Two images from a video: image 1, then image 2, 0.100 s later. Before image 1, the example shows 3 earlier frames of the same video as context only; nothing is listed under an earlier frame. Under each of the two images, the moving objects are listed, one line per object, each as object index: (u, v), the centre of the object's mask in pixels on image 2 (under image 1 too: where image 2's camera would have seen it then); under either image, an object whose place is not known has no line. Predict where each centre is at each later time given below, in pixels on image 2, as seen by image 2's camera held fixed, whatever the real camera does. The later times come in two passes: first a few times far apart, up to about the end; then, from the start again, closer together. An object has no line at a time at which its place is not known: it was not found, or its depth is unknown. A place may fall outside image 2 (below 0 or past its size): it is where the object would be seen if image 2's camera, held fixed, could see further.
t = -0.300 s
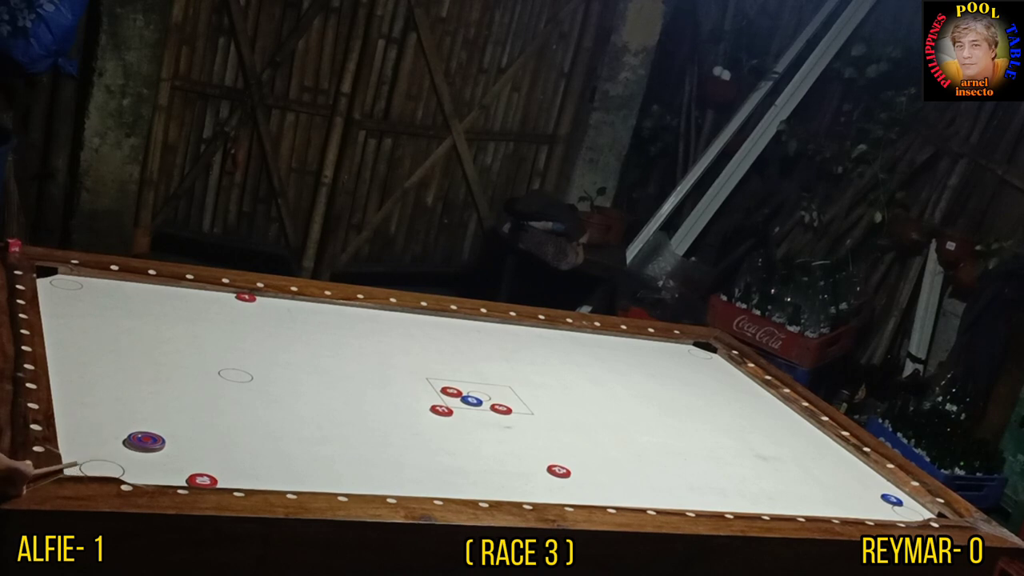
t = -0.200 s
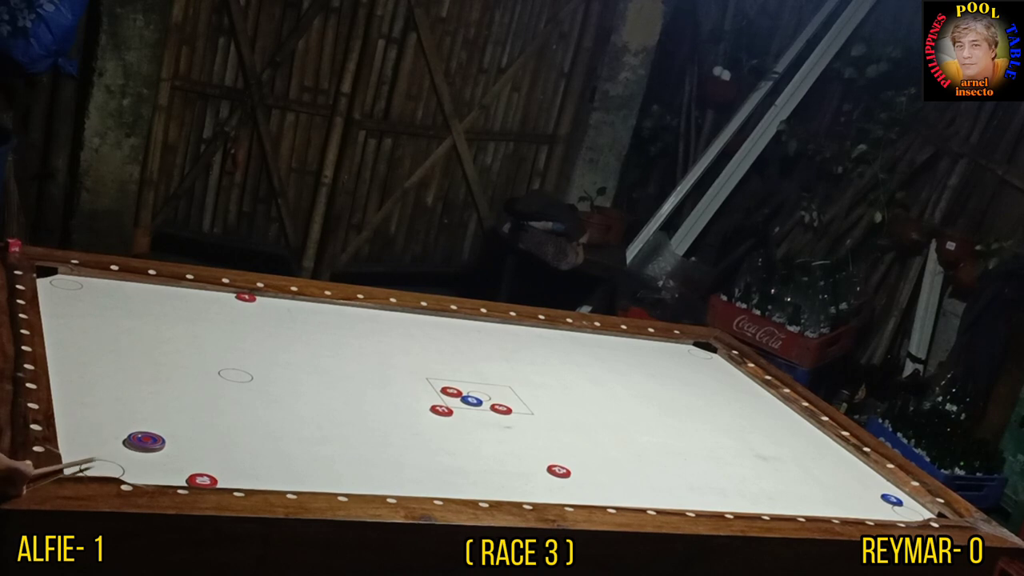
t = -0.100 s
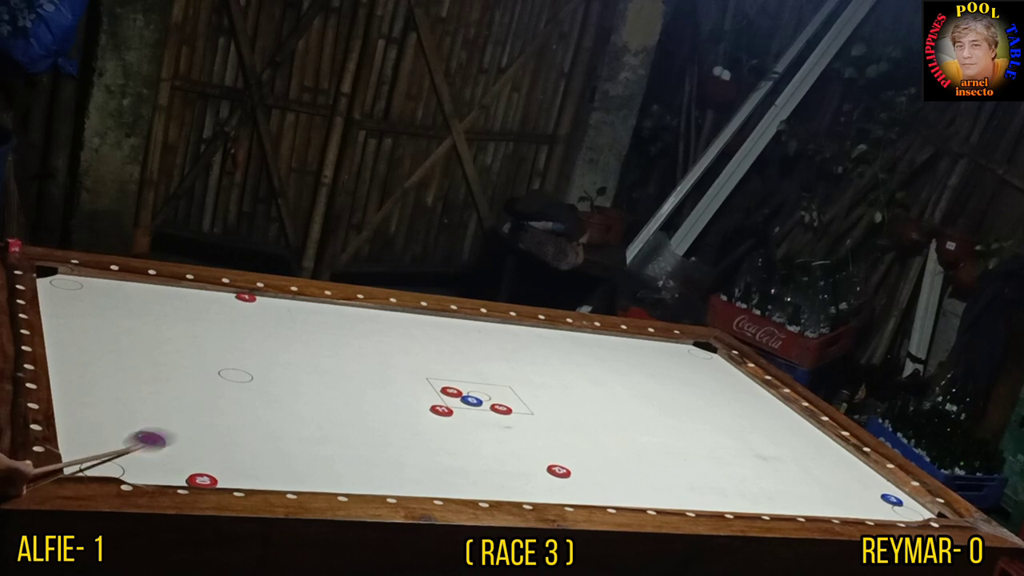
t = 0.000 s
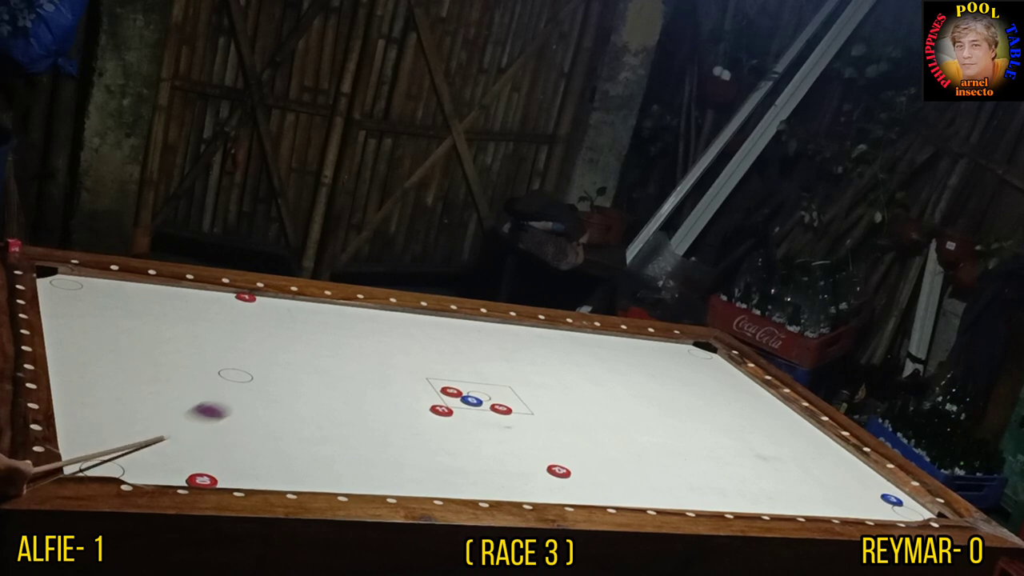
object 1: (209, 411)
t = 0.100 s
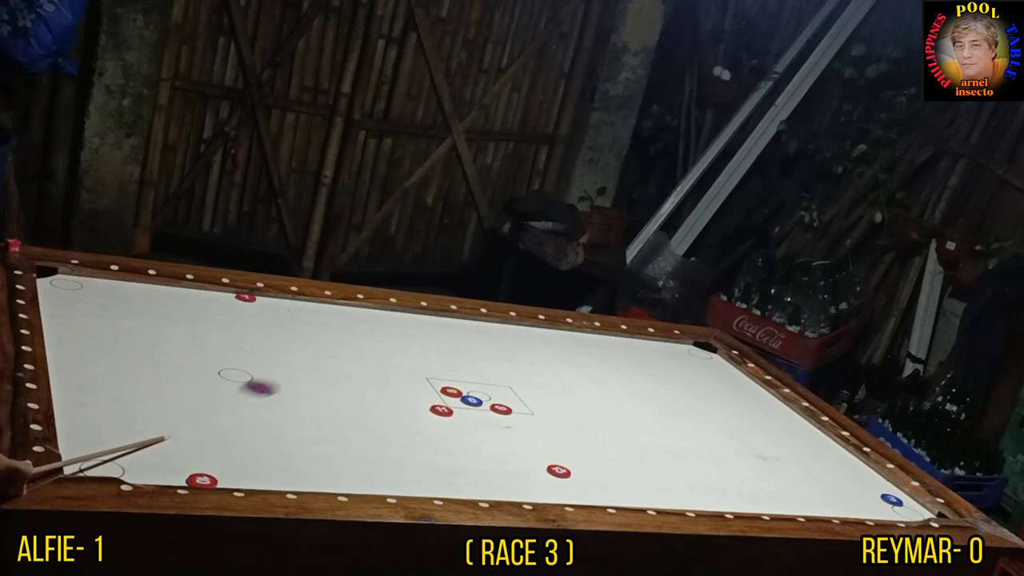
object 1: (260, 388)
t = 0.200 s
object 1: (302, 368)
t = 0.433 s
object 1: (379, 330)
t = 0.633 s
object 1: (440, 328)
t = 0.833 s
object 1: (512, 356)
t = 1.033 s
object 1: (582, 384)
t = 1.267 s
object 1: (652, 413)
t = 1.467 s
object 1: (705, 435)
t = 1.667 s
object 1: (750, 453)
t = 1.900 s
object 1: (791, 471)
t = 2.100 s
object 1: (819, 483)
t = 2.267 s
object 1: (837, 491)
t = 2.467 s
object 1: (848, 496)
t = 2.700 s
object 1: (850, 499)
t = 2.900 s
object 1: (851, 500)
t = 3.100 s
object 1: (851, 500)
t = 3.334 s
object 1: (851, 500)
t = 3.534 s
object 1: (851, 500)
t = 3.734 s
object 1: (851, 500)
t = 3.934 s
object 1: (851, 500)
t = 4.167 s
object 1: (851, 500)
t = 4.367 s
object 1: (851, 500)
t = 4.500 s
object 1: (851, 500)
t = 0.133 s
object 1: (274, 381)
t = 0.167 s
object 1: (289, 374)
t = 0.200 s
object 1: (302, 368)
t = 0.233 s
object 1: (315, 362)
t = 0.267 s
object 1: (327, 356)
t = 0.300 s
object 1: (338, 350)
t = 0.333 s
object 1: (349, 345)
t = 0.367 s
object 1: (360, 340)
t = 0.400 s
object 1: (369, 335)
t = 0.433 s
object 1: (379, 330)
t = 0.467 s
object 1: (388, 326)
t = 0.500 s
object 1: (396, 322)
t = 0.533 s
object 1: (405, 318)
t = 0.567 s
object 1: (415, 317)
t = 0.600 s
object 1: (428, 323)
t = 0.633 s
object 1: (440, 328)
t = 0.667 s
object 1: (452, 333)
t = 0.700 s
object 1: (465, 338)
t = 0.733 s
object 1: (477, 343)
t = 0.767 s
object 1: (489, 347)
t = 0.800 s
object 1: (501, 352)
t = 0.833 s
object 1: (512, 356)
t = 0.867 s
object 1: (524, 361)
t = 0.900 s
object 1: (536, 366)
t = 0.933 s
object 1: (547, 370)
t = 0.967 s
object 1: (559, 375)
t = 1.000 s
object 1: (570, 379)
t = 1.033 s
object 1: (582, 384)
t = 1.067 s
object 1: (592, 388)
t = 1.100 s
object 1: (604, 393)
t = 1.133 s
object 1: (615, 397)
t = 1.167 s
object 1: (623, 401)
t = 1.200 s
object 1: (633, 405)
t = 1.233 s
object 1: (643, 409)
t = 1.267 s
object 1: (652, 413)
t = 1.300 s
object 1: (661, 417)
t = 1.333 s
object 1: (671, 421)
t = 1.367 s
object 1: (679, 424)
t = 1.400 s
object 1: (688, 428)
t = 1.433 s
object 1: (696, 431)
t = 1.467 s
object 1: (705, 435)
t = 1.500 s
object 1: (713, 438)
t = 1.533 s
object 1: (721, 441)
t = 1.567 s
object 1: (728, 444)
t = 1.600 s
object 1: (736, 447)
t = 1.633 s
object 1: (743, 451)
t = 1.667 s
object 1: (750, 453)
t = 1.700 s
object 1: (757, 456)
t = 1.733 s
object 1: (763, 459)
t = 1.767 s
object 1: (770, 462)
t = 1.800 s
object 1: (775, 464)
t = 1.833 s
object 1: (781, 467)
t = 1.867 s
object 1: (786, 469)
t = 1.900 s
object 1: (791, 471)
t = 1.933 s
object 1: (796, 473)
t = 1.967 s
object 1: (801, 475)
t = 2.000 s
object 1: (806, 477)
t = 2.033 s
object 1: (810, 479)
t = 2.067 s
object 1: (815, 481)
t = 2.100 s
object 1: (819, 483)
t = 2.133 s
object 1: (823, 485)
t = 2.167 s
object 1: (827, 486)
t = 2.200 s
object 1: (831, 488)
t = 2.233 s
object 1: (834, 489)
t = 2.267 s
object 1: (837, 491)
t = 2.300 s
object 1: (840, 492)
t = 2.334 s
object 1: (842, 493)
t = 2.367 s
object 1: (845, 494)
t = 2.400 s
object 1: (846, 495)
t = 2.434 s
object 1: (848, 496)
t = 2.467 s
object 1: (848, 496)
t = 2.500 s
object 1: (849, 497)
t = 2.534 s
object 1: (849, 497)
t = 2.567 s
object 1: (849, 497)
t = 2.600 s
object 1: (849, 498)
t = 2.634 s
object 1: (849, 498)
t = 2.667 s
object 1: (850, 498)
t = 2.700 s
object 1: (850, 499)
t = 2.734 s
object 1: (850, 499)
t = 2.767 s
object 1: (850, 499)
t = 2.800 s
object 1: (851, 499)
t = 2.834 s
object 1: (851, 499)
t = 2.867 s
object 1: (851, 500)
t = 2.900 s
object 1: (851, 500)
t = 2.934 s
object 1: (851, 500)
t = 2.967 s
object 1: (851, 500)
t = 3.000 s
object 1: (851, 500)
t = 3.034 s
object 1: (851, 500)
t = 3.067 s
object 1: (851, 500)
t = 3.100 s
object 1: (851, 500)
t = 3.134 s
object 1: (851, 500)
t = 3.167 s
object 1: (851, 500)
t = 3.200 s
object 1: (851, 500)
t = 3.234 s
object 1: (851, 500)
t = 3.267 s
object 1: (851, 500)
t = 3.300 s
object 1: (851, 500)
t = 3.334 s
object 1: (851, 500)
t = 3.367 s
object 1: (851, 500)
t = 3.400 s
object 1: (851, 500)
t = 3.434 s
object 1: (851, 500)
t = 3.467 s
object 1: (851, 500)
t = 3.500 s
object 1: (851, 500)
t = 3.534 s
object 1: (851, 500)
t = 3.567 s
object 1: (851, 500)
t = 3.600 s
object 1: (851, 500)
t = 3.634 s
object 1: (851, 500)
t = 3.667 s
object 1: (851, 500)
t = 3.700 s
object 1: (851, 500)
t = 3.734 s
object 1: (851, 500)
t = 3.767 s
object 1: (851, 500)
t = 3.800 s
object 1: (851, 500)
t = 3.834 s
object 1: (851, 500)
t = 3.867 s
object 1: (851, 500)
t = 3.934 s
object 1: (851, 500)
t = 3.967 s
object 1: (851, 500)
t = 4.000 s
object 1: (851, 500)
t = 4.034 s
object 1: (851, 500)
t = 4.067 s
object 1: (851, 500)
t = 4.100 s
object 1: (851, 500)
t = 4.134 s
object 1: (851, 500)
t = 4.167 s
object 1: (851, 500)
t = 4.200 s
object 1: (851, 500)
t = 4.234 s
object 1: (851, 500)
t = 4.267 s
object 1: (851, 500)
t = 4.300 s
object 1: (851, 500)
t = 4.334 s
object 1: (851, 500)
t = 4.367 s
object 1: (851, 500)
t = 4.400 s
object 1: (851, 500)
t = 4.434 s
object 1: (851, 500)
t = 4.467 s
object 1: (851, 500)
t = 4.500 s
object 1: (851, 500)
